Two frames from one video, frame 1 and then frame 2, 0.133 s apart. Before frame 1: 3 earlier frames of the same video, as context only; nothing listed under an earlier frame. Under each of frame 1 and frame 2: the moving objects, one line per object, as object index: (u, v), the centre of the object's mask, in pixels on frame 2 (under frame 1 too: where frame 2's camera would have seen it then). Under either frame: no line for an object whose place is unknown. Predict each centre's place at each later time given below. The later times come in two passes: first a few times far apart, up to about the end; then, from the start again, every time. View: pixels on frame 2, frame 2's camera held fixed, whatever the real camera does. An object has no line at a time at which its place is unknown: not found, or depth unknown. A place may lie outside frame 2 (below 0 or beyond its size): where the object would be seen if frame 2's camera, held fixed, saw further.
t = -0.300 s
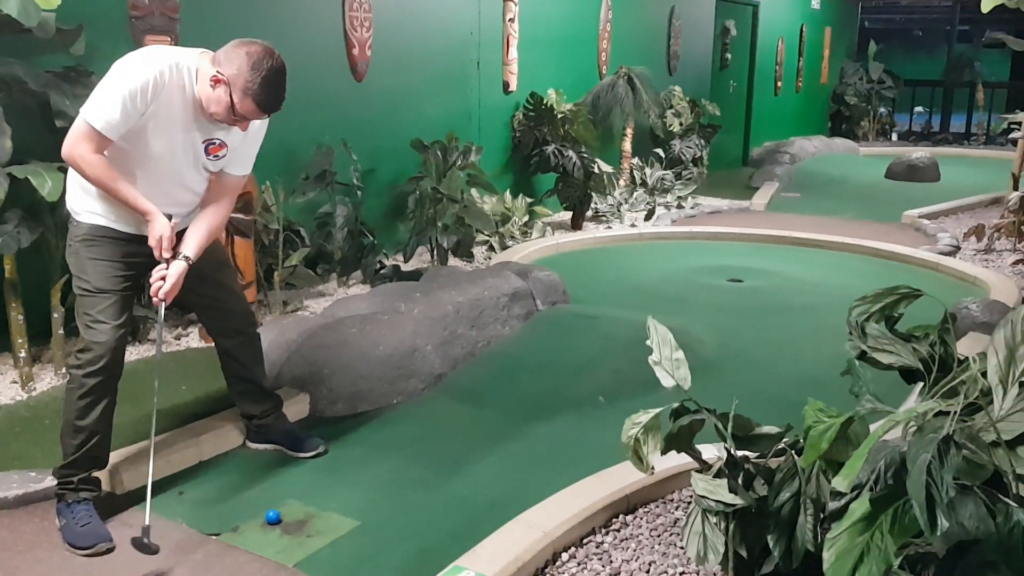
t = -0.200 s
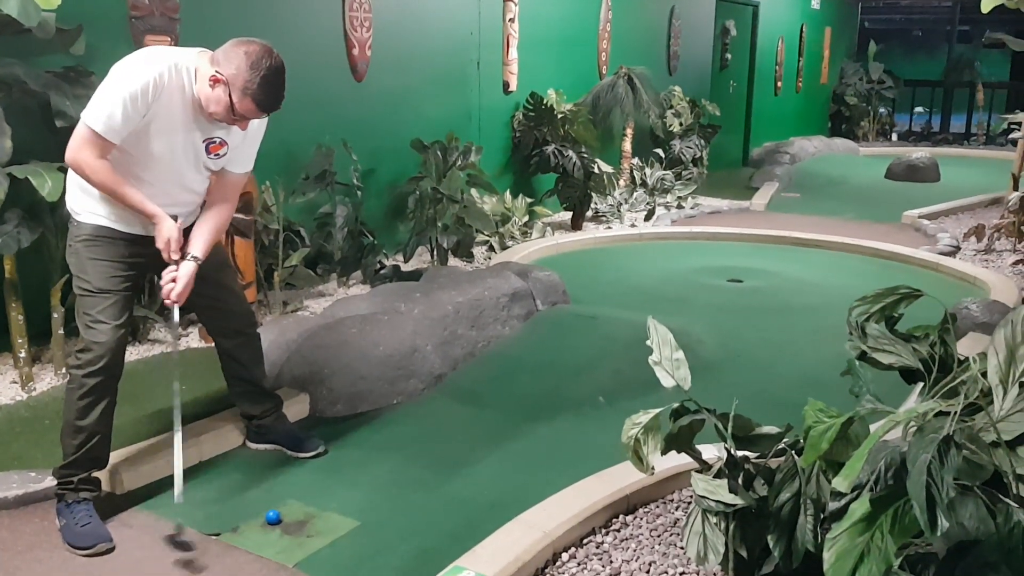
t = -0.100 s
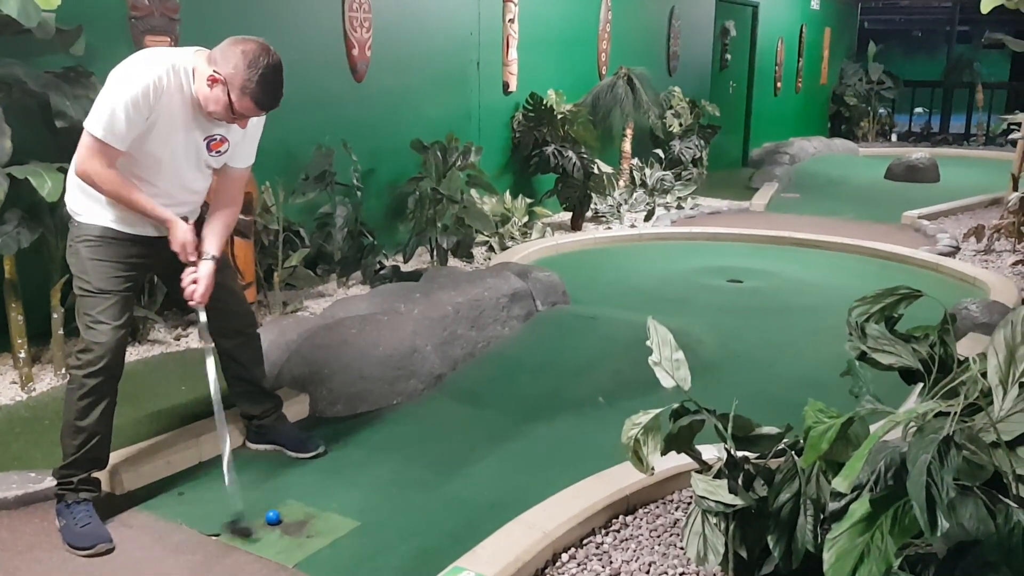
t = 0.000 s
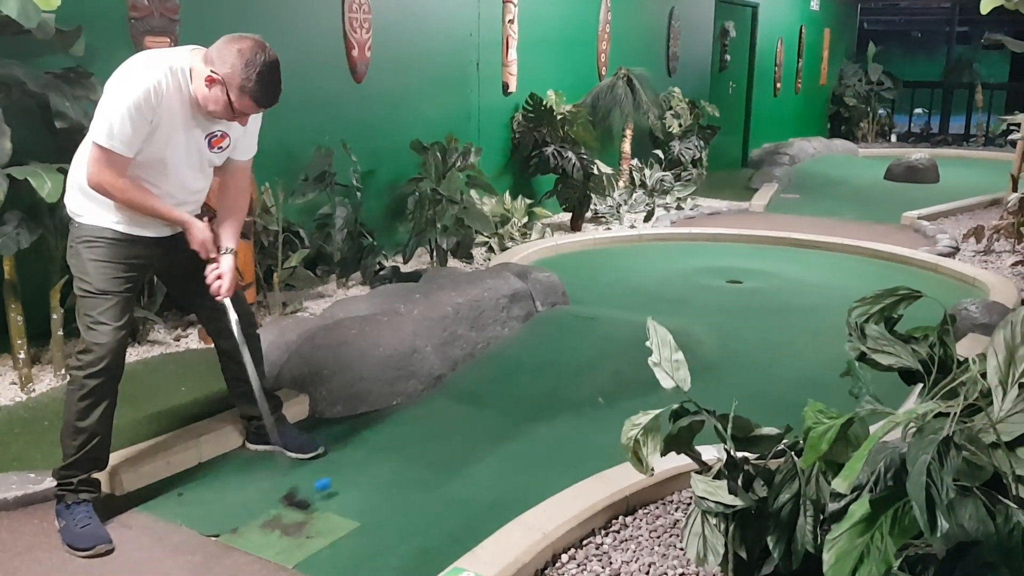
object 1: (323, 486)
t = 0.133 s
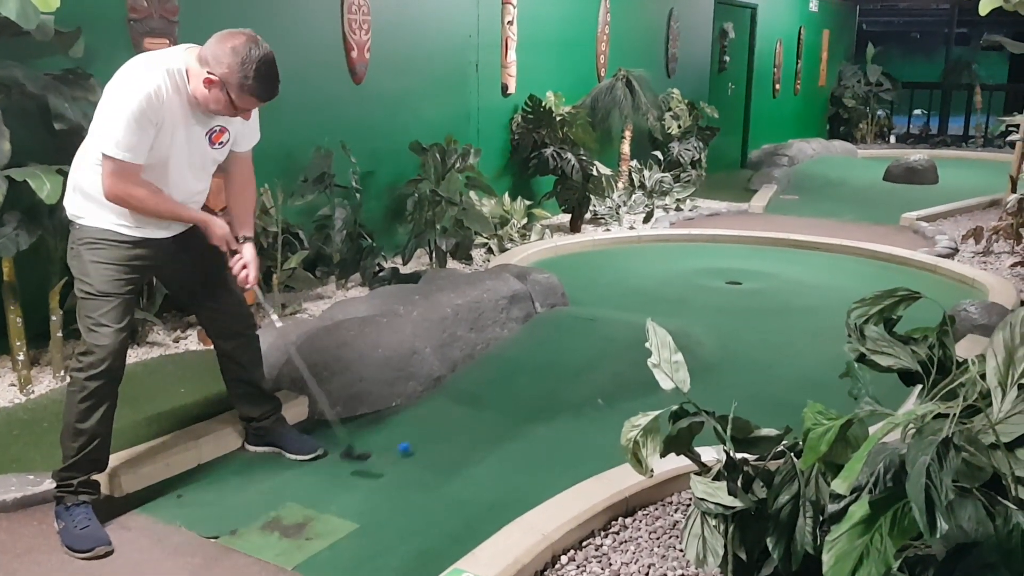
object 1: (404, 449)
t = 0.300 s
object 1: (478, 413)
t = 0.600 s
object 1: (571, 347)
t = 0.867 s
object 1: (626, 314)
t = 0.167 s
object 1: (421, 442)
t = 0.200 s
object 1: (436, 435)
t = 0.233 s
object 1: (452, 426)
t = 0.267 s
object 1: (465, 419)
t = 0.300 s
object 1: (478, 413)
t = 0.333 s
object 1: (491, 404)
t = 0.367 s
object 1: (502, 398)
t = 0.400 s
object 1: (514, 389)
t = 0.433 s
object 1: (524, 382)
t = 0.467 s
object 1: (535, 374)
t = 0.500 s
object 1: (545, 367)
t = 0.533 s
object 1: (554, 361)
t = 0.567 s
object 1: (563, 354)
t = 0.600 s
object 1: (571, 347)
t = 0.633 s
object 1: (579, 342)
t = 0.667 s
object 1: (587, 336)
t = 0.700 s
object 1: (594, 332)
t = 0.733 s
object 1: (600, 326)
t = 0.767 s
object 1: (607, 322)
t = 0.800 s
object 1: (614, 318)
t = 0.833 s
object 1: (620, 315)
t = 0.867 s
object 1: (626, 314)
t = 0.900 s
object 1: (632, 315)
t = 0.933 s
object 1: (638, 315)
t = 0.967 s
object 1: (644, 315)
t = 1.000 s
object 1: (650, 314)
